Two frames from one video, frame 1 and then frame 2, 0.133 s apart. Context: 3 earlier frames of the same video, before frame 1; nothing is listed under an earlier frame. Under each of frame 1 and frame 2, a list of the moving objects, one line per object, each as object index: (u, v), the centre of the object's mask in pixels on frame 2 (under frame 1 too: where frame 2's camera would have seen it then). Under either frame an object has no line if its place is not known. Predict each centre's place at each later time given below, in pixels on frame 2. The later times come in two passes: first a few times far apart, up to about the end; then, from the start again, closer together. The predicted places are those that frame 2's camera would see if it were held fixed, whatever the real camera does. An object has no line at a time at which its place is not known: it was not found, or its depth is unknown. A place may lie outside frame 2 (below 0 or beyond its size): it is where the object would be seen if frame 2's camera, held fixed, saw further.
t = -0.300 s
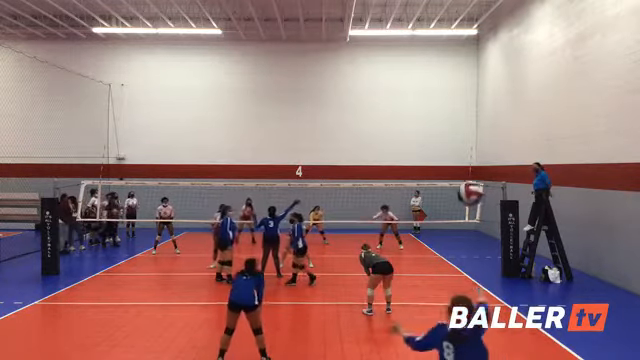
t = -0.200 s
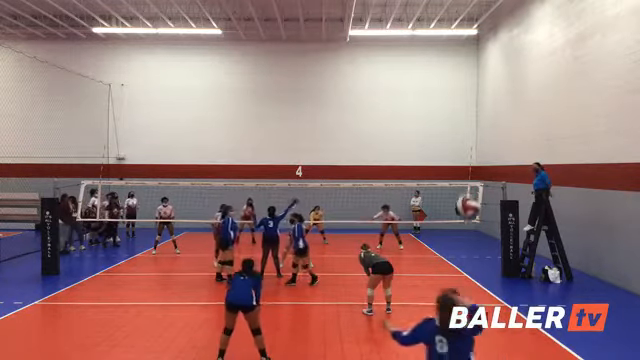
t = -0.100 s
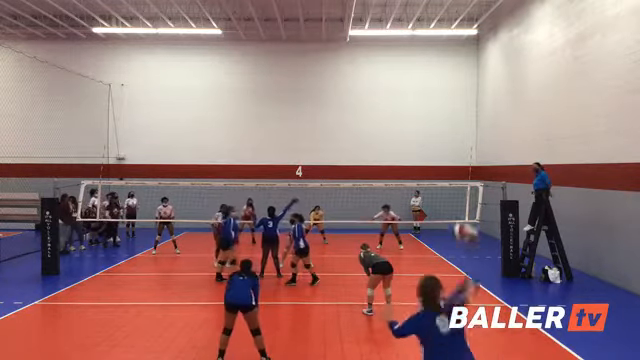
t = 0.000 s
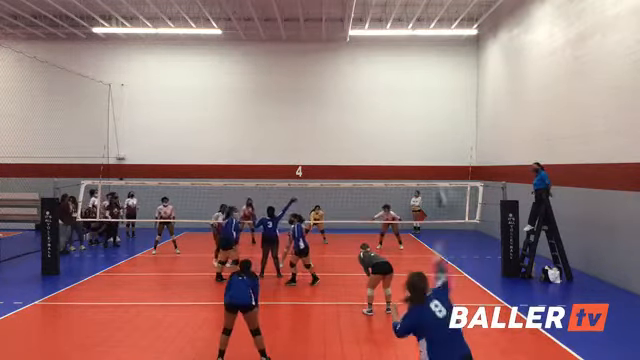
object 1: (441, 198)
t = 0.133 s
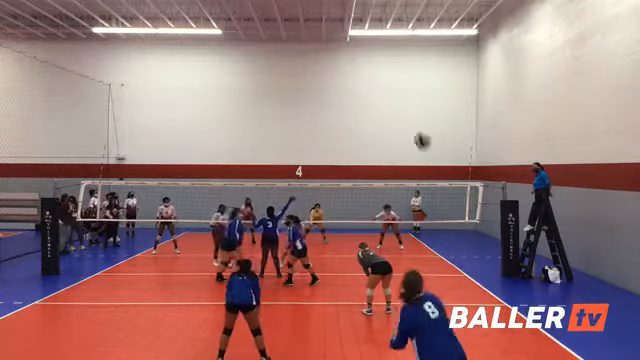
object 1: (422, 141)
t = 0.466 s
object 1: (391, 102)
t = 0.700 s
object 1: (379, 112)
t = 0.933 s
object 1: (373, 139)
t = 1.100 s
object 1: (371, 163)
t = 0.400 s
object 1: (396, 102)
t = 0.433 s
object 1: (393, 102)
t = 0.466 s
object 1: (391, 102)
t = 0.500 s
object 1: (389, 102)
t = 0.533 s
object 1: (387, 103)
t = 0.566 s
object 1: (385, 104)
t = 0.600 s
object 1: (384, 106)
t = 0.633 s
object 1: (382, 107)
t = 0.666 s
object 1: (380, 110)
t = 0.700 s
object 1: (379, 112)
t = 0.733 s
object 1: (377, 115)
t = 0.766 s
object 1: (376, 119)
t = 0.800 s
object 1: (375, 122)
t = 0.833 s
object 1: (375, 127)
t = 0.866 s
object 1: (373, 131)
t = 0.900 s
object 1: (373, 135)
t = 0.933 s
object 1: (373, 139)
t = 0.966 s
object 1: (372, 143)
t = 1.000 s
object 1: (372, 147)
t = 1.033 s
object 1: (371, 153)
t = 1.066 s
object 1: (371, 157)
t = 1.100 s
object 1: (371, 163)
